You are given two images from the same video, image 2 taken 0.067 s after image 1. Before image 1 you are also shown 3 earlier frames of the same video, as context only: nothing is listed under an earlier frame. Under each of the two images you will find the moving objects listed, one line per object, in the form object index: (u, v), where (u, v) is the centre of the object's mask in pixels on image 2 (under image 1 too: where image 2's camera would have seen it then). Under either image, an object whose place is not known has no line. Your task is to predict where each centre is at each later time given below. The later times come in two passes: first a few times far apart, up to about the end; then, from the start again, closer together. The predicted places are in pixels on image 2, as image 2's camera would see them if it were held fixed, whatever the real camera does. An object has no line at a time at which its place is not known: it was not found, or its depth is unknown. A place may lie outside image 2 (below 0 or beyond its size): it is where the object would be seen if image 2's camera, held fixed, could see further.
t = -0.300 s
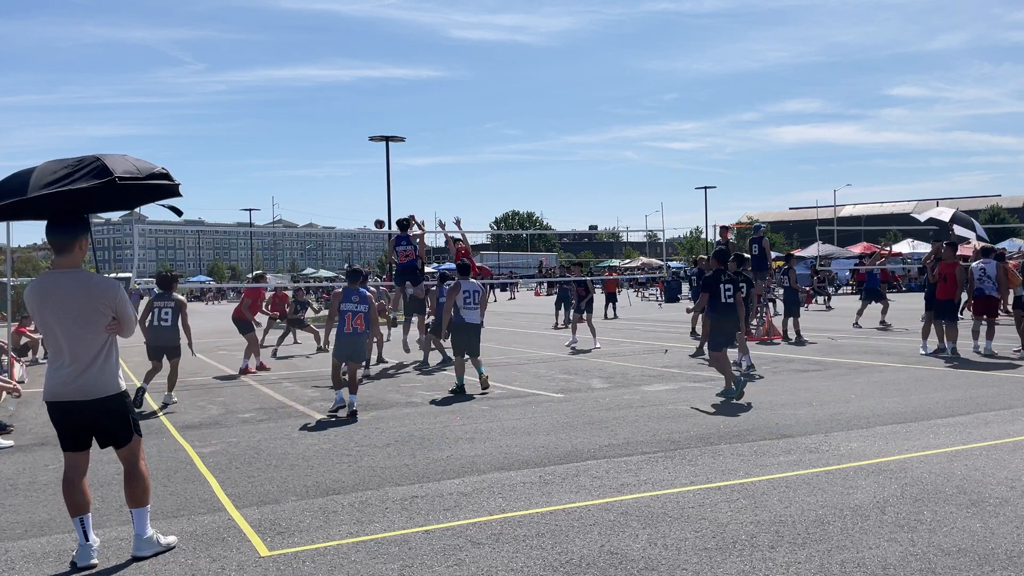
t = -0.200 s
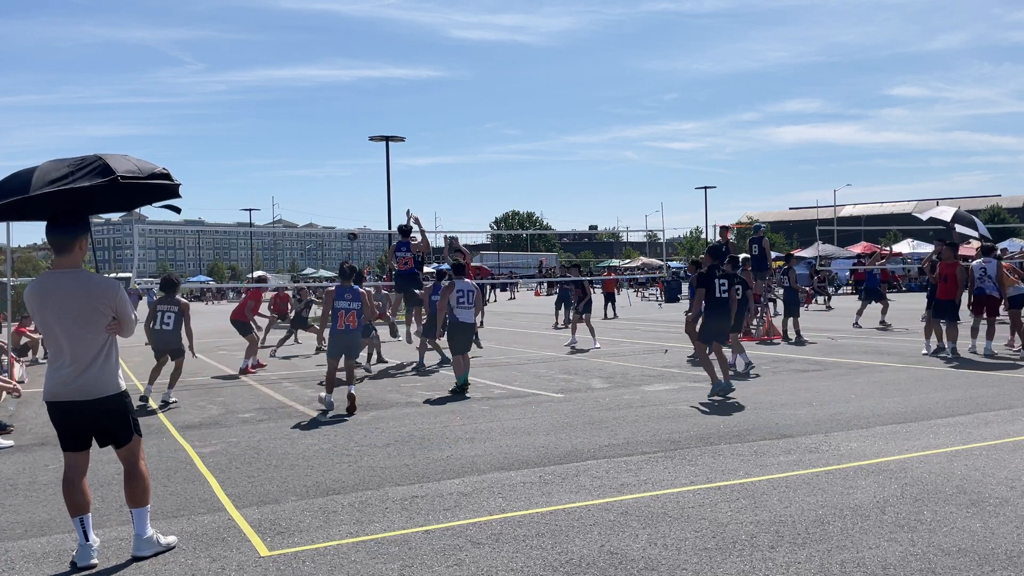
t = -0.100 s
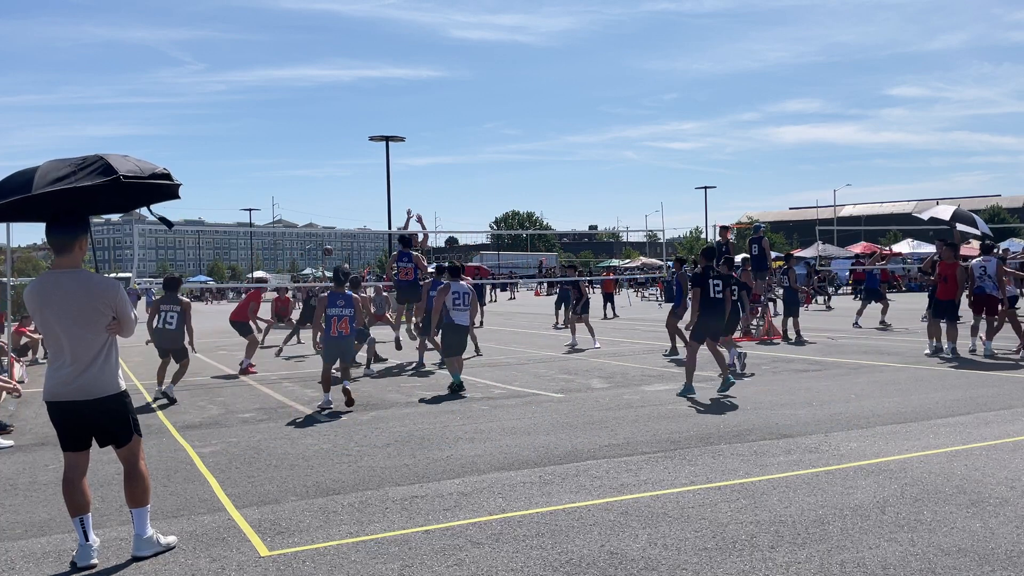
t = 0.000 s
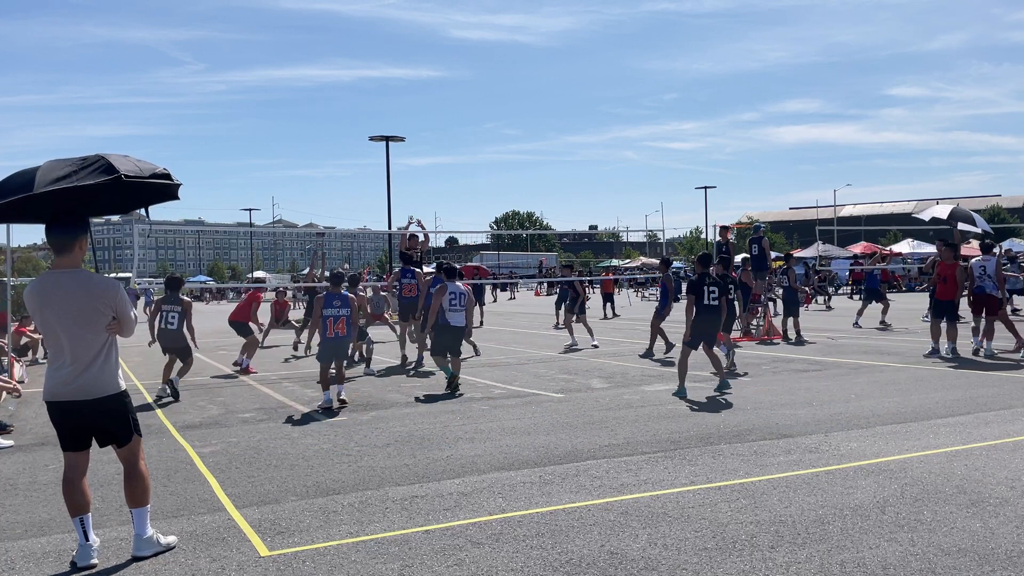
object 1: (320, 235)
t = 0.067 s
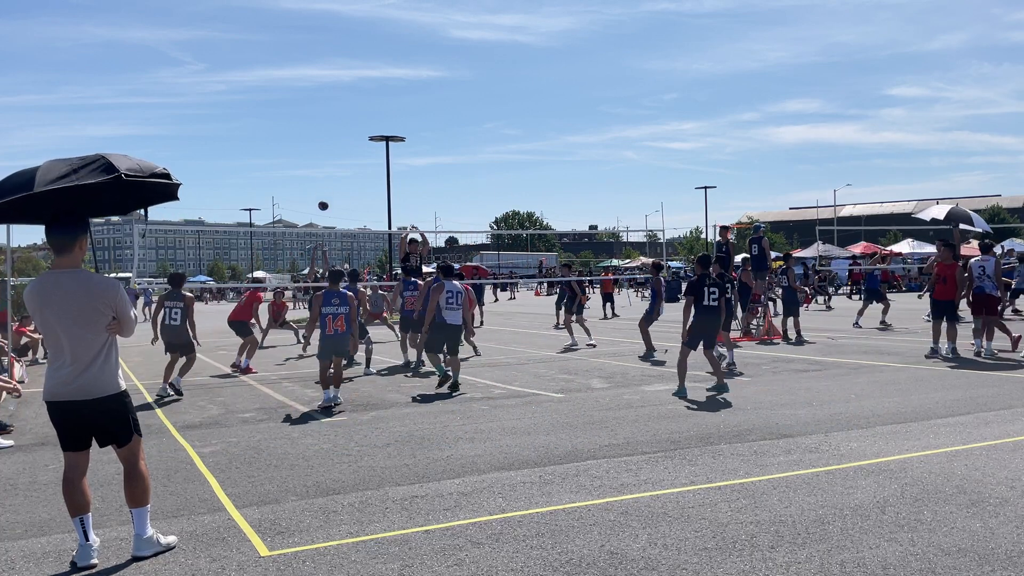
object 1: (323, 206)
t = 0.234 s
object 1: (329, 149)
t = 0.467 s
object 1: (340, 93)
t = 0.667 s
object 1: (350, 66)
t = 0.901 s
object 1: (364, 60)
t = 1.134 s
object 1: (379, 82)
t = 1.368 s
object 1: (398, 130)
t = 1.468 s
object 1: (407, 159)
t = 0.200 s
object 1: (328, 159)
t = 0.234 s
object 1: (329, 149)
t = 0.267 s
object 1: (331, 140)
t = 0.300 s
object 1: (332, 130)
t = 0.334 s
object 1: (334, 122)
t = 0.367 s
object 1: (335, 114)
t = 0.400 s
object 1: (337, 106)
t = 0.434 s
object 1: (338, 99)
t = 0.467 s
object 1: (340, 93)
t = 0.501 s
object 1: (341, 87)
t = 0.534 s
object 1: (343, 82)
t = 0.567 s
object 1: (345, 77)
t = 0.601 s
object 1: (346, 73)
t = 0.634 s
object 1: (348, 69)
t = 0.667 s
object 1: (350, 66)
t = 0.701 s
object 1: (352, 64)
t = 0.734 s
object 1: (354, 62)
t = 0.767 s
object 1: (355, 60)
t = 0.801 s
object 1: (357, 60)
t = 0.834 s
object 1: (360, 59)
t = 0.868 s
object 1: (362, 60)
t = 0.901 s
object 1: (364, 60)
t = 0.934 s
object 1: (366, 62)
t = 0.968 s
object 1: (368, 64)
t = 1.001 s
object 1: (370, 66)
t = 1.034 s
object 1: (372, 69)
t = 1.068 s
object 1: (374, 73)
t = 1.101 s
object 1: (377, 77)
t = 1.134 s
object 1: (379, 82)
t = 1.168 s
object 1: (382, 87)
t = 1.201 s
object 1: (384, 93)
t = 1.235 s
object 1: (387, 99)
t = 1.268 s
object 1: (390, 106)
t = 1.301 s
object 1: (392, 114)
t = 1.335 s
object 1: (395, 122)
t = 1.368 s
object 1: (398, 130)
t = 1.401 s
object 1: (400, 140)
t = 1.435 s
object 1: (404, 149)
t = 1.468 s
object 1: (407, 159)
